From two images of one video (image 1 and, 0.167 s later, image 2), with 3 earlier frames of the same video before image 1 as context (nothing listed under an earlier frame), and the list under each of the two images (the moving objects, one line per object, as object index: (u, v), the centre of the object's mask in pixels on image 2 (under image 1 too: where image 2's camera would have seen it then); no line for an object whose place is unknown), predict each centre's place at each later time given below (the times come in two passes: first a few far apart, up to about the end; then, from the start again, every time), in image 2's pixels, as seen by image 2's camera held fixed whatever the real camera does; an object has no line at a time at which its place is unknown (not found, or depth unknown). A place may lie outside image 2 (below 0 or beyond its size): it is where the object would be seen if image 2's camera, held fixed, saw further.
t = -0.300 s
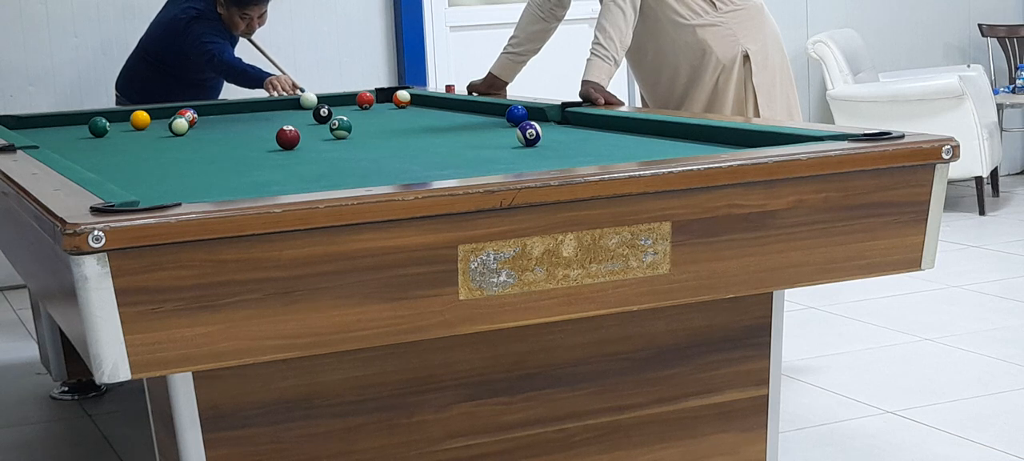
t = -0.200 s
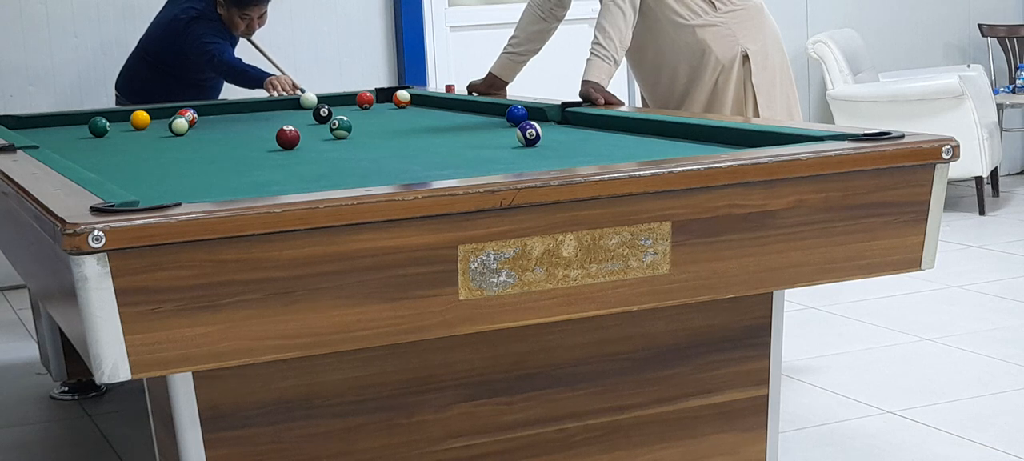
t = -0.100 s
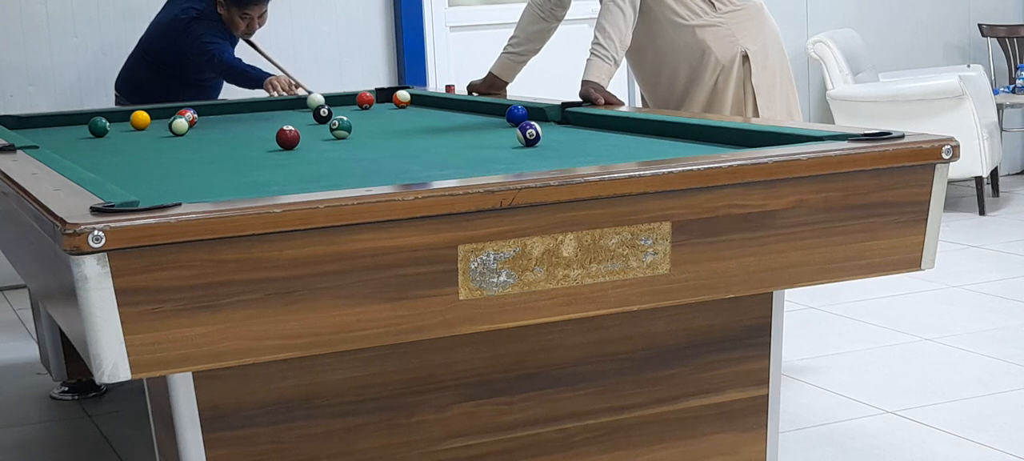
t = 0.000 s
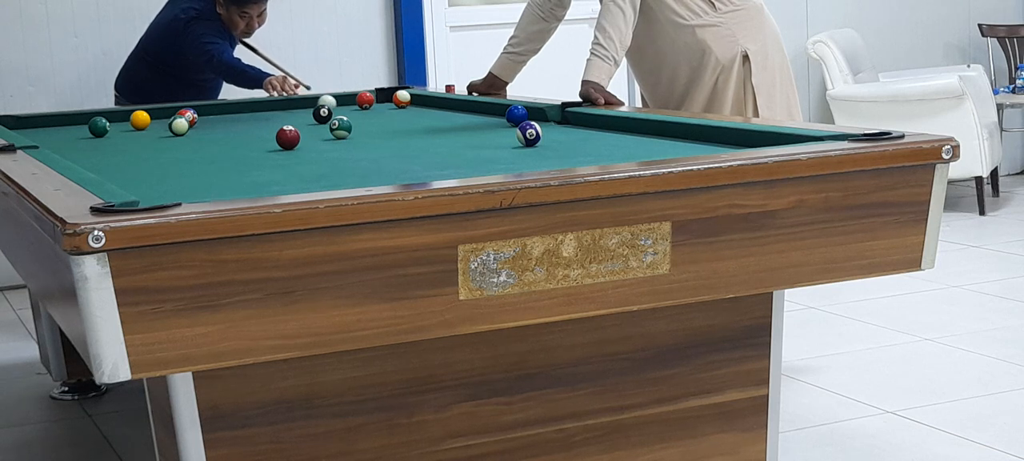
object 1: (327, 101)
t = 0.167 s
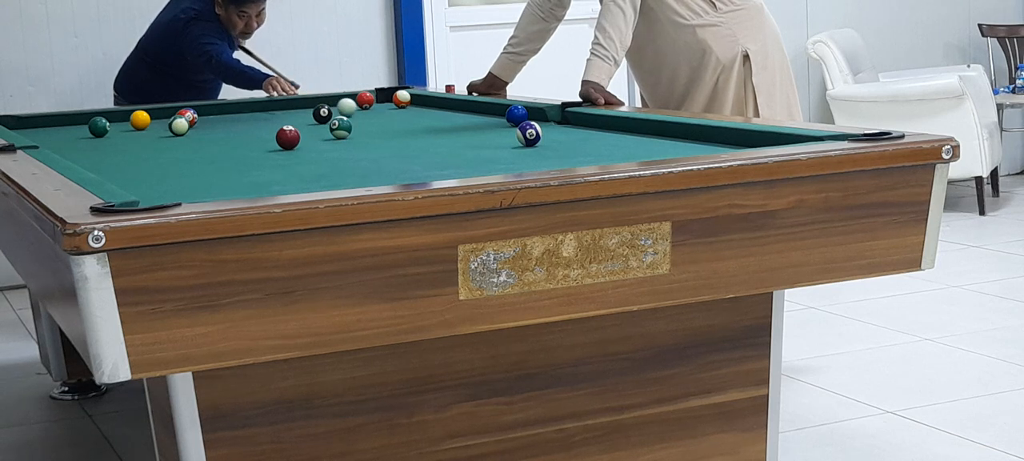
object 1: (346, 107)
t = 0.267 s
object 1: (359, 109)
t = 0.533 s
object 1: (396, 116)
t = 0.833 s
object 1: (444, 125)
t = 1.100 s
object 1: (493, 134)
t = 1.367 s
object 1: (551, 144)
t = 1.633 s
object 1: (619, 152)
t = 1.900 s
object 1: (630, 153)
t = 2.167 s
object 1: (586, 151)
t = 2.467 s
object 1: (545, 146)
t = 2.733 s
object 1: (514, 141)
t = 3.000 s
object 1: (488, 137)
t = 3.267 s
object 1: (465, 134)
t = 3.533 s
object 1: (445, 131)
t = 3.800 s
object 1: (427, 128)
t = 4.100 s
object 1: (410, 125)
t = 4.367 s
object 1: (395, 123)
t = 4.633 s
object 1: (384, 121)
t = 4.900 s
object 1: (373, 119)
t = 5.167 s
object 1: (364, 118)
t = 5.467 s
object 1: (356, 116)
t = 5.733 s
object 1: (351, 113)
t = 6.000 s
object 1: (345, 112)
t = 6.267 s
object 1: (339, 111)
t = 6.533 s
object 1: (338, 111)
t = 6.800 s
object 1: (338, 111)
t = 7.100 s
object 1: (338, 111)
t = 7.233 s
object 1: (338, 111)
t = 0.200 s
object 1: (350, 108)
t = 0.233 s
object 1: (355, 109)
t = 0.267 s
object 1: (359, 109)
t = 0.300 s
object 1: (363, 110)
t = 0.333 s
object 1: (368, 111)
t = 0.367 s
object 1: (372, 112)
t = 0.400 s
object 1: (377, 113)
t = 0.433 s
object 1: (381, 113)
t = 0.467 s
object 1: (386, 115)
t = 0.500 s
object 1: (391, 115)
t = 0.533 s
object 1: (396, 116)
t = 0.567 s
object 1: (401, 117)
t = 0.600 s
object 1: (406, 118)
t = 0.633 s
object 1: (411, 119)
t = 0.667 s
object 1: (416, 120)
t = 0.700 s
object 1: (421, 121)
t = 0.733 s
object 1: (427, 122)
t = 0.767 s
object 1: (432, 123)
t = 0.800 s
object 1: (438, 124)
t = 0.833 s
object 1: (444, 125)
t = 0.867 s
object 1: (450, 126)
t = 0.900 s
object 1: (455, 127)
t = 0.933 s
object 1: (461, 128)
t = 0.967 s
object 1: (467, 129)
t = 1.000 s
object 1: (474, 131)
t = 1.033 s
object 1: (480, 132)
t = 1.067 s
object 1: (486, 133)
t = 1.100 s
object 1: (493, 134)
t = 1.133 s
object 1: (500, 135)
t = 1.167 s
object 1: (507, 136)
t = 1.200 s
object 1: (513, 138)
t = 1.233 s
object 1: (521, 139)
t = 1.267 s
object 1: (528, 140)
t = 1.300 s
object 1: (536, 141)
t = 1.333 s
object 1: (544, 143)
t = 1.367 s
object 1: (551, 144)
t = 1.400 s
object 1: (559, 145)
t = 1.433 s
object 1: (567, 147)
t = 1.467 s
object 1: (576, 148)
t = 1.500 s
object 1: (584, 149)
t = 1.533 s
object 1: (592, 150)
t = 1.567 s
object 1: (601, 151)
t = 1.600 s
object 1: (610, 151)
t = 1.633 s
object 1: (619, 152)
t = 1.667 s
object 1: (629, 152)
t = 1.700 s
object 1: (638, 153)
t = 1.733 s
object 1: (647, 153)
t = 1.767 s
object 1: (654, 154)
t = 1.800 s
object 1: (648, 154)
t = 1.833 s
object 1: (642, 153)
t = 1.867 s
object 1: (636, 153)
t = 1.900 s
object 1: (630, 153)
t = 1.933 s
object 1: (624, 153)
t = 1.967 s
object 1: (619, 153)
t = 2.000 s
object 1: (613, 152)
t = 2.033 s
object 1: (607, 152)
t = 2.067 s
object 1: (602, 152)
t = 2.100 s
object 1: (597, 152)
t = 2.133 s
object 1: (591, 152)
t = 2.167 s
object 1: (586, 151)
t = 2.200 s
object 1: (581, 151)
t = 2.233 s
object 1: (576, 151)
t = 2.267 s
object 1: (571, 150)
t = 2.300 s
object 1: (567, 149)
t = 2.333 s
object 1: (562, 149)
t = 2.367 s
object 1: (558, 148)
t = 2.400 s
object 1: (554, 147)
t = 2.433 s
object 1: (549, 147)
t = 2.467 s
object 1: (545, 146)
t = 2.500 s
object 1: (541, 146)
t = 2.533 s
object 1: (537, 145)
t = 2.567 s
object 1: (533, 144)
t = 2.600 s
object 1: (529, 144)
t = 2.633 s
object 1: (525, 143)
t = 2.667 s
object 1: (521, 142)
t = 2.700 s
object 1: (518, 142)
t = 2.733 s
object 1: (514, 141)
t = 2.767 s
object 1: (511, 141)
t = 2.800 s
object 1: (507, 140)
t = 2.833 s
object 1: (504, 140)
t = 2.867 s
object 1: (501, 139)
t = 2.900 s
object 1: (498, 139)
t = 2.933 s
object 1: (494, 138)
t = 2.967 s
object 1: (491, 138)
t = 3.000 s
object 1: (488, 137)
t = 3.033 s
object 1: (485, 137)
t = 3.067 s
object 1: (482, 136)
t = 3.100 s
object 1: (479, 136)
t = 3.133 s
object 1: (476, 135)
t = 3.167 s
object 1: (473, 135)
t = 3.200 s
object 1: (470, 134)
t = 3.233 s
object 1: (467, 134)
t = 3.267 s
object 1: (465, 134)
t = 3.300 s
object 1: (462, 133)
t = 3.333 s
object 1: (459, 133)
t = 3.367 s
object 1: (457, 132)
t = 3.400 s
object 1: (454, 132)
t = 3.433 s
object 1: (452, 132)
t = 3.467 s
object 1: (449, 131)
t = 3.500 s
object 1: (447, 131)
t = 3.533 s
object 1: (445, 131)
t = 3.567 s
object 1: (442, 130)
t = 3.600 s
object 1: (440, 130)
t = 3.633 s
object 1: (438, 129)
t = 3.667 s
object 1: (435, 129)
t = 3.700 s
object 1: (433, 129)
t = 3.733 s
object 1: (431, 128)
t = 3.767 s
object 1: (429, 128)
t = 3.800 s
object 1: (427, 128)
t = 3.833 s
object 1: (425, 127)
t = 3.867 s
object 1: (423, 127)
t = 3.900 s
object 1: (421, 127)
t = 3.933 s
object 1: (419, 126)
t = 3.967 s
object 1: (417, 126)
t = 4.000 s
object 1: (415, 126)
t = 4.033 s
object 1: (413, 125)
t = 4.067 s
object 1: (411, 125)
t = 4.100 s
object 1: (410, 125)
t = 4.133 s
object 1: (408, 125)
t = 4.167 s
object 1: (406, 124)
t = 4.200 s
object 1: (404, 124)
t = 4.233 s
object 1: (402, 124)
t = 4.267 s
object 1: (400, 123)
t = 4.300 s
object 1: (399, 123)
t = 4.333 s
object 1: (397, 123)
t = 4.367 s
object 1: (395, 123)
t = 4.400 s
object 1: (394, 123)
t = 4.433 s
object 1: (392, 122)
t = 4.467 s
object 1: (391, 122)
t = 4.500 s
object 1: (389, 122)
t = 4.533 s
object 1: (388, 121)
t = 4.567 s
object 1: (386, 121)
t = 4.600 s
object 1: (385, 121)
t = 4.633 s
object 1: (384, 121)
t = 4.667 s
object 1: (382, 120)
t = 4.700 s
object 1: (381, 120)
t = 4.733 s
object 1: (380, 120)
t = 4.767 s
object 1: (378, 120)
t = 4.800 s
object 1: (377, 120)
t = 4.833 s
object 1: (376, 119)
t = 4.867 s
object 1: (374, 119)
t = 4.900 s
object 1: (373, 119)
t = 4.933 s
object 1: (372, 119)
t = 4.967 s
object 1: (371, 119)
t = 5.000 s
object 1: (370, 119)
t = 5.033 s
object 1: (369, 118)
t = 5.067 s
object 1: (368, 118)
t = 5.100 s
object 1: (366, 118)
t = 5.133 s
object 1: (365, 118)
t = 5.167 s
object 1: (364, 118)
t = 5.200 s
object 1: (363, 117)
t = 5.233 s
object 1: (362, 117)
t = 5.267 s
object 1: (361, 117)
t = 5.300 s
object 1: (360, 117)
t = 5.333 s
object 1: (359, 117)
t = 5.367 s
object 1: (359, 116)
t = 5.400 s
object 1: (358, 116)
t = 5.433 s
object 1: (357, 116)
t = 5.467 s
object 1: (356, 116)
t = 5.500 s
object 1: (356, 115)
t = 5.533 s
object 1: (355, 115)
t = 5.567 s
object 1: (354, 115)
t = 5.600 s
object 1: (354, 115)
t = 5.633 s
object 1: (353, 114)
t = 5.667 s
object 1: (352, 114)
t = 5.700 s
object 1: (352, 114)
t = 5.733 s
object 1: (351, 113)
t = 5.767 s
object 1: (350, 113)
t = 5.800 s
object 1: (349, 113)
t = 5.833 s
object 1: (349, 113)
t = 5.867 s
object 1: (347, 112)
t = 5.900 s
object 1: (347, 112)
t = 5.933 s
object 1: (346, 112)
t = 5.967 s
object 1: (346, 112)
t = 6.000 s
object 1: (345, 112)
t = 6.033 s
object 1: (344, 111)
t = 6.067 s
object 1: (343, 111)
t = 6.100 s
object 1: (343, 111)
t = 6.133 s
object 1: (341, 111)
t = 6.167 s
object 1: (340, 111)
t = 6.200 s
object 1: (340, 111)
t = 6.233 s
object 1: (339, 111)
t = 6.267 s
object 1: (339, 111)
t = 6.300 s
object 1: (338, 111)
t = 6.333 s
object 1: (337, 111)
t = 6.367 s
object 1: (338, 111)
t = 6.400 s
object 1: (337, 111)
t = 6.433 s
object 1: (338, 111)
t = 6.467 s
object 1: (338, 111)
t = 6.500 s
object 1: (338, 111)
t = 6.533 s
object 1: (338, 111)
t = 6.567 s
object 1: (338, 111)
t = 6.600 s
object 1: (338, 111)
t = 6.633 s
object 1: (338, 111)
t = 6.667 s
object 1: (338, 111)
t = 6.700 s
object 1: (338, 111)
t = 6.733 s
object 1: (338, 111)
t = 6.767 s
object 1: (338, 111)
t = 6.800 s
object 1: (338, 111)
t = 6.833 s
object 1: (338, 111)
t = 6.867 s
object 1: (338, 111)
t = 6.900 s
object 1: (338, 111)
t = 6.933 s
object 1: (338, 111)
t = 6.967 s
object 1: (338, 111)
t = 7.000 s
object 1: (338, 111)
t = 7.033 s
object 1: (338, 111)
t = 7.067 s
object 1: (338, 111)
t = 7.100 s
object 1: (338, 111)
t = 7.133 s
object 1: (338, 111)
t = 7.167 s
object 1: (338, 111)
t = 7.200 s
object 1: (338, 111)
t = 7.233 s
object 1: (338, 111)
